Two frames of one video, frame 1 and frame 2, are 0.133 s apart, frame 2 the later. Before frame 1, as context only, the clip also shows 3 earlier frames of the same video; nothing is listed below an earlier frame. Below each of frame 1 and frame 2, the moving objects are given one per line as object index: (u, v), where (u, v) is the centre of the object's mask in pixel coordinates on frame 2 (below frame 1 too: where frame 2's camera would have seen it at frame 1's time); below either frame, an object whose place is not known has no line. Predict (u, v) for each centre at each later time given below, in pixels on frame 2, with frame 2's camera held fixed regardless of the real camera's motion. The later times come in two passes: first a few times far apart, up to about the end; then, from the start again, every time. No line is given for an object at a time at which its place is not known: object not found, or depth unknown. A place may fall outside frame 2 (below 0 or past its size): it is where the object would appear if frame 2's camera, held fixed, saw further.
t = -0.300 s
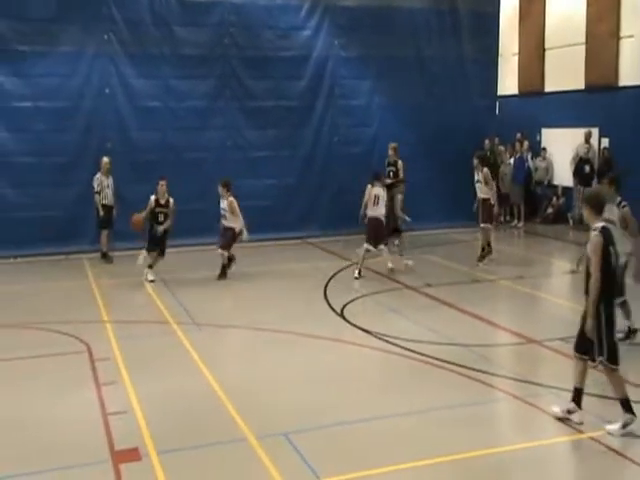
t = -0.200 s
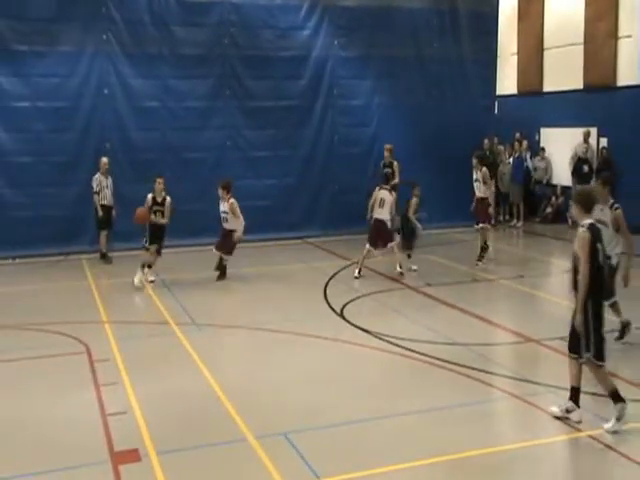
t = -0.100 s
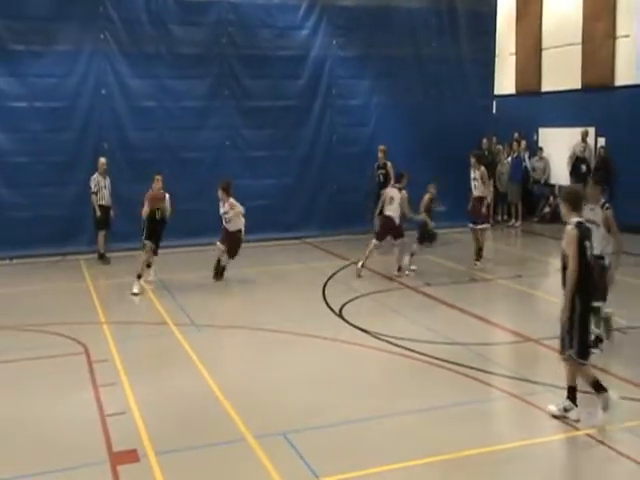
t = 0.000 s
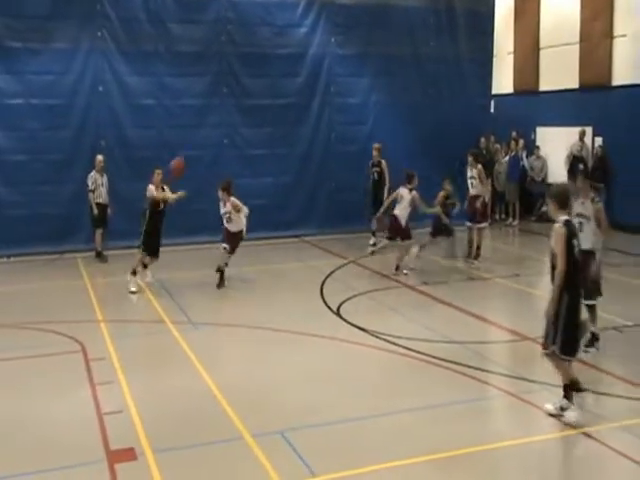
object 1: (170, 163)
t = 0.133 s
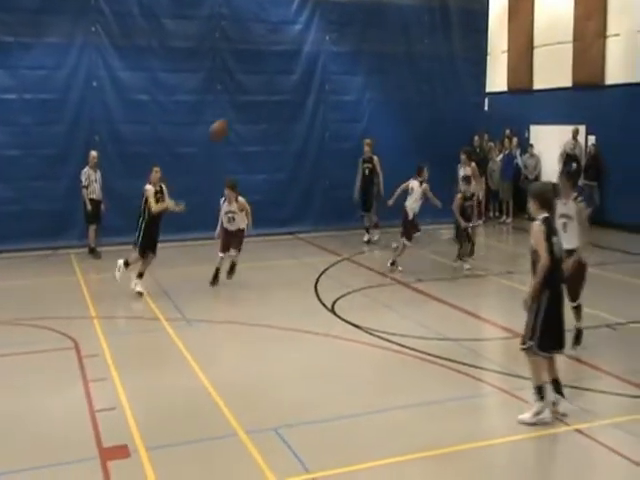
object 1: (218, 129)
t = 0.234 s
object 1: (260, 108)
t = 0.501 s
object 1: (401, 103)
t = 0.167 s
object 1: (233, 123)
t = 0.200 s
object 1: (246, 117)
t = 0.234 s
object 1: (260, 108)
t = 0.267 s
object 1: (274, 105)
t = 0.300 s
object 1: (289, 103)
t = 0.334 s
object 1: (306, 100)
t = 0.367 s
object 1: (324, 99)
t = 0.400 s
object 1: (342, 99)
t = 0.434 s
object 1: (361, 99)
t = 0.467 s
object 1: (381, 100)
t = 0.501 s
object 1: (401, 103)
